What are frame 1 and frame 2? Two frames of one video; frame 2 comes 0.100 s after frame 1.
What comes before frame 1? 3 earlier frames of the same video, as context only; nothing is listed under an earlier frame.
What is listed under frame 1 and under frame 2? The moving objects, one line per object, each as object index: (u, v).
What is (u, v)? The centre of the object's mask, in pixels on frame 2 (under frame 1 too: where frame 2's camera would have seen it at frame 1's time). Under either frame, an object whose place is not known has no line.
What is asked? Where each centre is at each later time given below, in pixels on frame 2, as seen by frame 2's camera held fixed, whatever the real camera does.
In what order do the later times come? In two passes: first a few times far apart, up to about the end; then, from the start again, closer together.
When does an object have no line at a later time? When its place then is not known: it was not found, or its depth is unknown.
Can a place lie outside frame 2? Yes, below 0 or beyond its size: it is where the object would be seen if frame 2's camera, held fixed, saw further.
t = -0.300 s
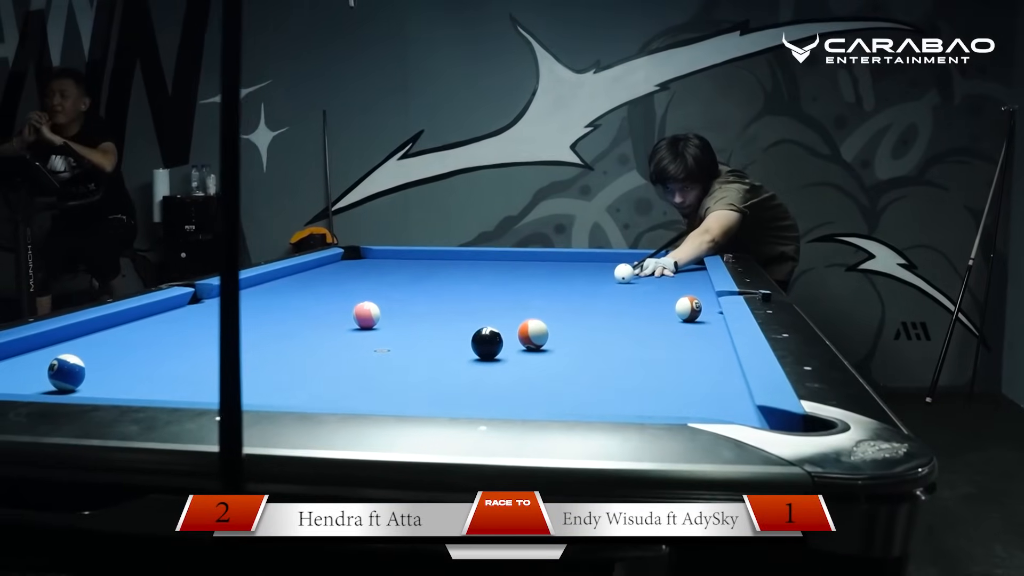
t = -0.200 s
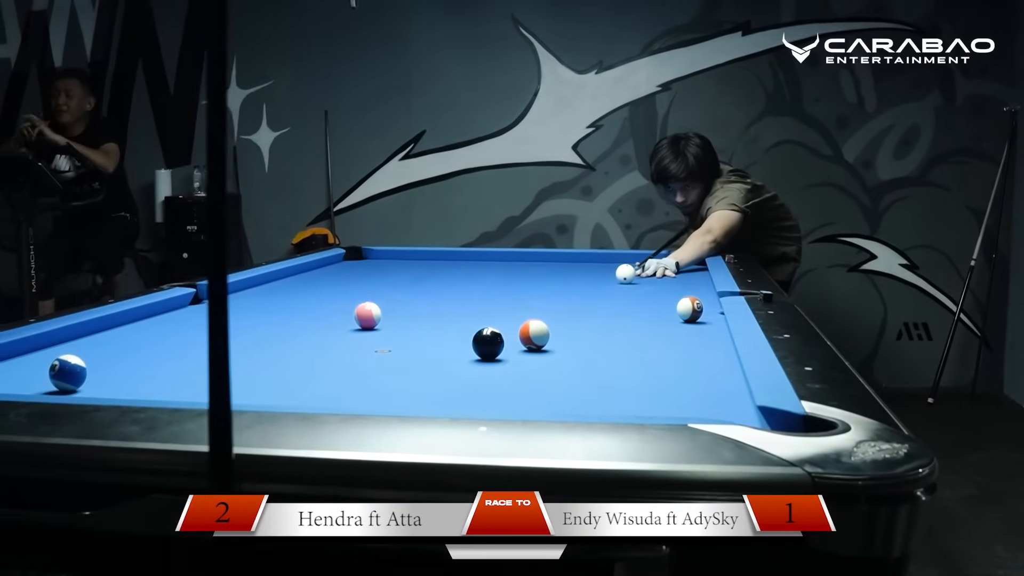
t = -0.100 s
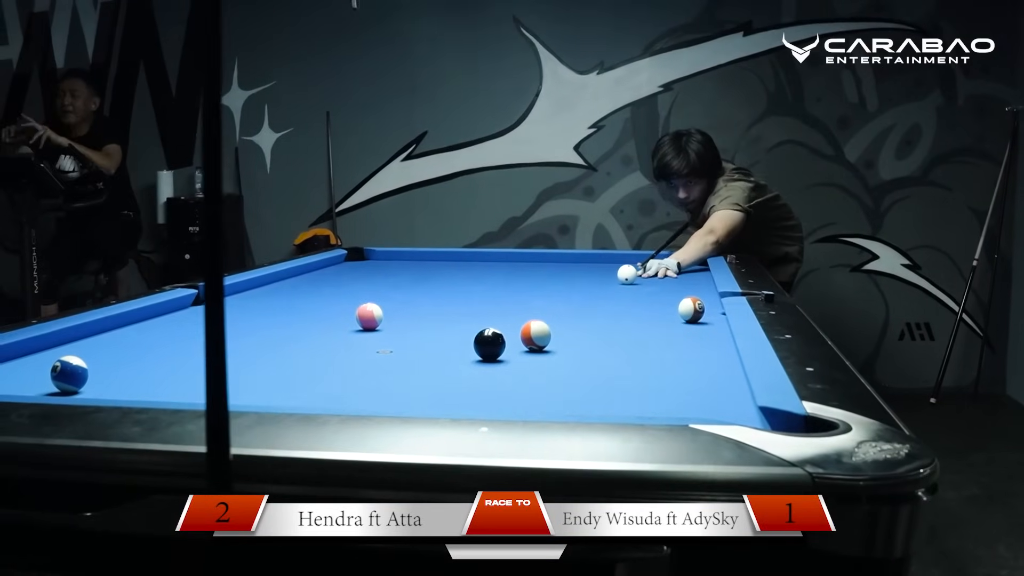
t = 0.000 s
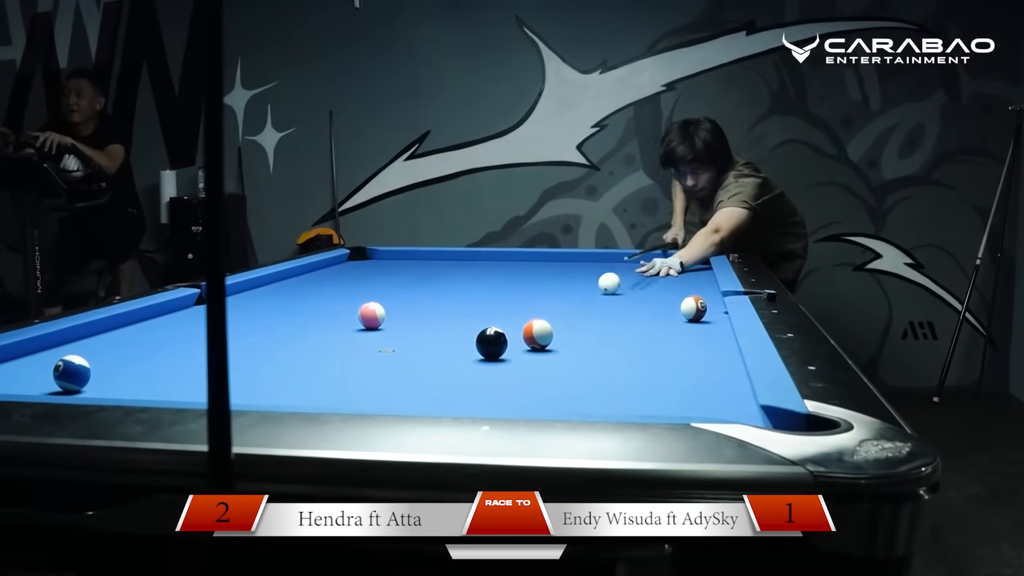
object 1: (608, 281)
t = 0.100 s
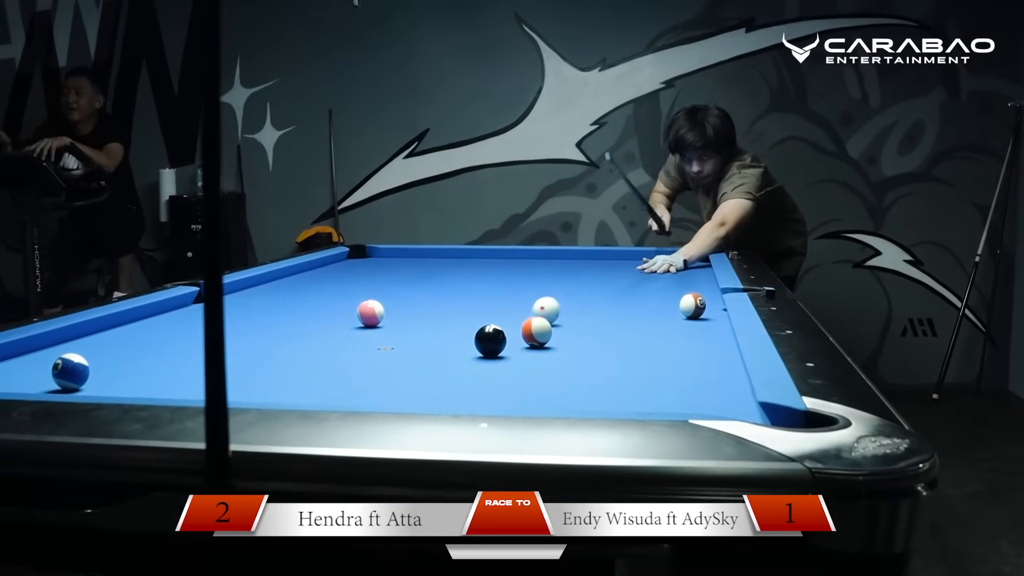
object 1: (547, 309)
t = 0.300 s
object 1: (463, 335)
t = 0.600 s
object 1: (413, 312)
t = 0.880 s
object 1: (460, 302)
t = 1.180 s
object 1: (499, 290)
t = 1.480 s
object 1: (535, 287)
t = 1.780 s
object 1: (565, 280)
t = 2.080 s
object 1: (591, 275)
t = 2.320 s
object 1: (610, 271)
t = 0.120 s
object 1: (528, 313)
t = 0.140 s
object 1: (512, 326)
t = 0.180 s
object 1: (491, 334)
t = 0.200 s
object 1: (484, 335)
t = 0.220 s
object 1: (479, 336)
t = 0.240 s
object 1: (474, 336)
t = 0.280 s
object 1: (466, 335)
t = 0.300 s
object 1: (463, 335)
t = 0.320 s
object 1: (460, 335)
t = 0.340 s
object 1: (456, 335)
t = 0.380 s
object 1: (451, 328)
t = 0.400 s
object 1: (440, 330)
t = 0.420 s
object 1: (436, 332)
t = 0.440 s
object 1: (424, 328)
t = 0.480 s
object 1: (401, 320)
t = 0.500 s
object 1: (391, 317)
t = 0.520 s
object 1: (393, 315)
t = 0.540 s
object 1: (398, 314)
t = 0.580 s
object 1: (409, 312)
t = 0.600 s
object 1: (413, 312)
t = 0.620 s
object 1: (417, 311)
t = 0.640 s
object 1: (421, 310)
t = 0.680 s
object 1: (428, 309)
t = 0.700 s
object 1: (431, 308)
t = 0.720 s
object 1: (435, 307)
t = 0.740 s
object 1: (438, 307)
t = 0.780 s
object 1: (444, 306)
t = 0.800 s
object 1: (447, 305)
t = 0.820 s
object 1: (451, 304)
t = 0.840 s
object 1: (454, 304)
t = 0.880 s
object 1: (460, 302)
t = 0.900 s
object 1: (463, 302)
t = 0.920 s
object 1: (466, 301)
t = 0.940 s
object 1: (469, 300)
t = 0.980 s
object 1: (474, 299)
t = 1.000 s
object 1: (477, 299)
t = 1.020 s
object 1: (480, 298)
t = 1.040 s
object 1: (483, 297)
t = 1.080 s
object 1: (487, 296)
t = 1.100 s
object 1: (489, 295)
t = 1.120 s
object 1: (492, 294)
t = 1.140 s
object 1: (494, 293)
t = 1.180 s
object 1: (499, 290)
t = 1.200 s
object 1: (502, 289)
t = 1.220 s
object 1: (505, 289)
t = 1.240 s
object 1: (509, 288)
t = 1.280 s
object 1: (514, 288)
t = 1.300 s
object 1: (517, 289)
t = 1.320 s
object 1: (519, 289)
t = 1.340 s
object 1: (521, 289)
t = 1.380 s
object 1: (525, 289)
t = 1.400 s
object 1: (526, 289)
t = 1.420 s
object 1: (528, 288)
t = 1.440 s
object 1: (531, 288)
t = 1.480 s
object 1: (535, 287)
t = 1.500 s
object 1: (537, 286)
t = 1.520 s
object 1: (539, 286)
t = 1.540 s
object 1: (541, 285)
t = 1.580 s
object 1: (545, 283)
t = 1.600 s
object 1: (548, 282)
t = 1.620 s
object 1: (550, 282)
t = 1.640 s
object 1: (552, 283)
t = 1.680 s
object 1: (556, 283)
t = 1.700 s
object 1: (557, 282)
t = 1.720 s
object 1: (560, 282)
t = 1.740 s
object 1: (562, 281)
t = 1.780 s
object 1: (565, 280)
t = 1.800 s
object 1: (567, 280)
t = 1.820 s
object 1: (569, 280)
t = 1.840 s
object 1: (571, 279)
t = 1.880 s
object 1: (574, 279)
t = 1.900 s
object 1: (576, 278)
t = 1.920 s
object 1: (578, 278)
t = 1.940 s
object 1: (579, 278)
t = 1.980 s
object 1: (583, 277)
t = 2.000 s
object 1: (585, 276)
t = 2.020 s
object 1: (586, 276)
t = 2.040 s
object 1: (588, 276)
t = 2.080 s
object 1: (591, 275)
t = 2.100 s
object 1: (593, 275)
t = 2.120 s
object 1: (594, 274)
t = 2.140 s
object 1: (596, 274)
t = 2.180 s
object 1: (599, 273)
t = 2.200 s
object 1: (601, 273)
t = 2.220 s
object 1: (602, 273)
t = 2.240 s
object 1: (604, 272)
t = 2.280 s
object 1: (607, 272)
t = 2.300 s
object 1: (608, 271)
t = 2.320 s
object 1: (610, 271)
